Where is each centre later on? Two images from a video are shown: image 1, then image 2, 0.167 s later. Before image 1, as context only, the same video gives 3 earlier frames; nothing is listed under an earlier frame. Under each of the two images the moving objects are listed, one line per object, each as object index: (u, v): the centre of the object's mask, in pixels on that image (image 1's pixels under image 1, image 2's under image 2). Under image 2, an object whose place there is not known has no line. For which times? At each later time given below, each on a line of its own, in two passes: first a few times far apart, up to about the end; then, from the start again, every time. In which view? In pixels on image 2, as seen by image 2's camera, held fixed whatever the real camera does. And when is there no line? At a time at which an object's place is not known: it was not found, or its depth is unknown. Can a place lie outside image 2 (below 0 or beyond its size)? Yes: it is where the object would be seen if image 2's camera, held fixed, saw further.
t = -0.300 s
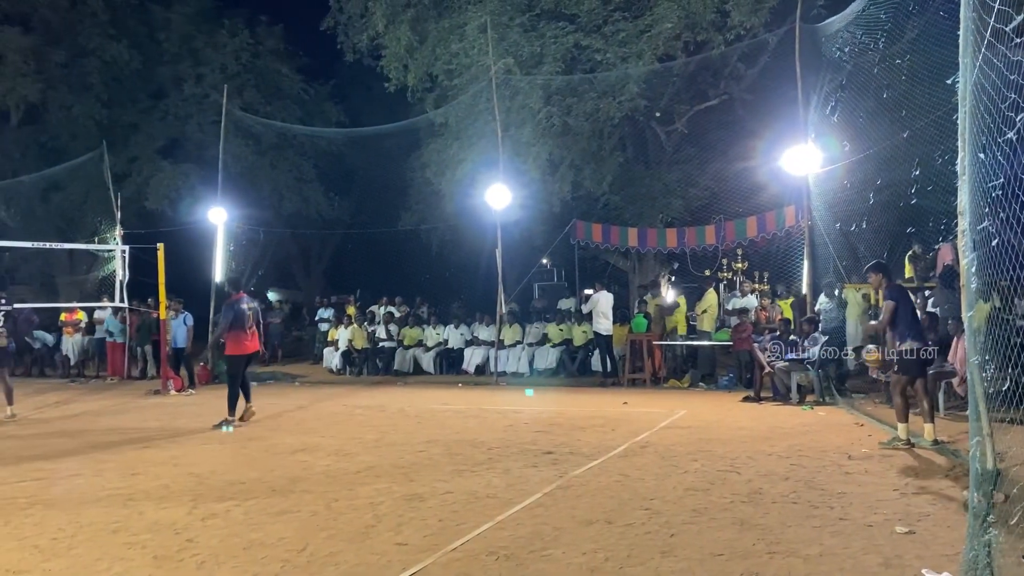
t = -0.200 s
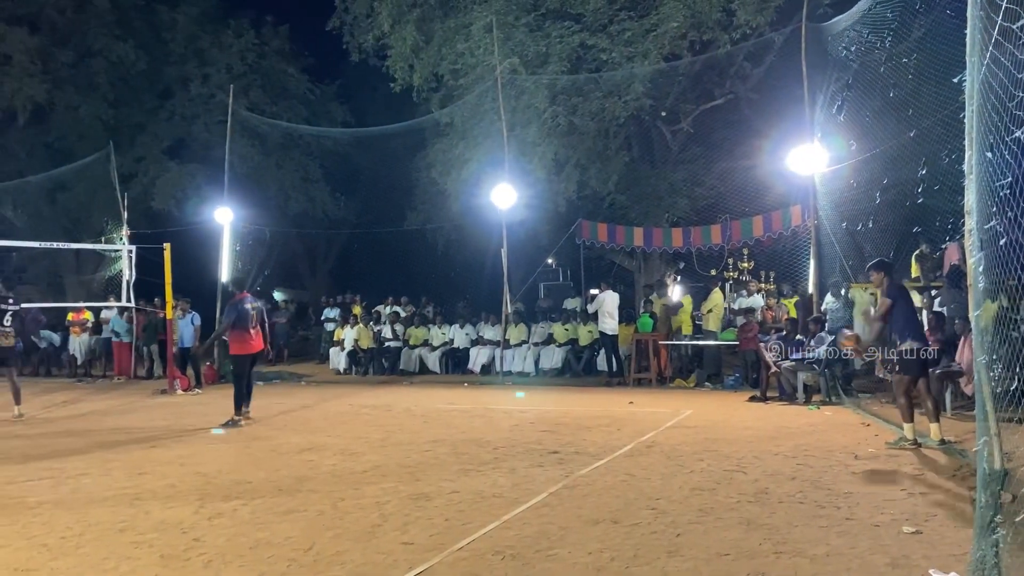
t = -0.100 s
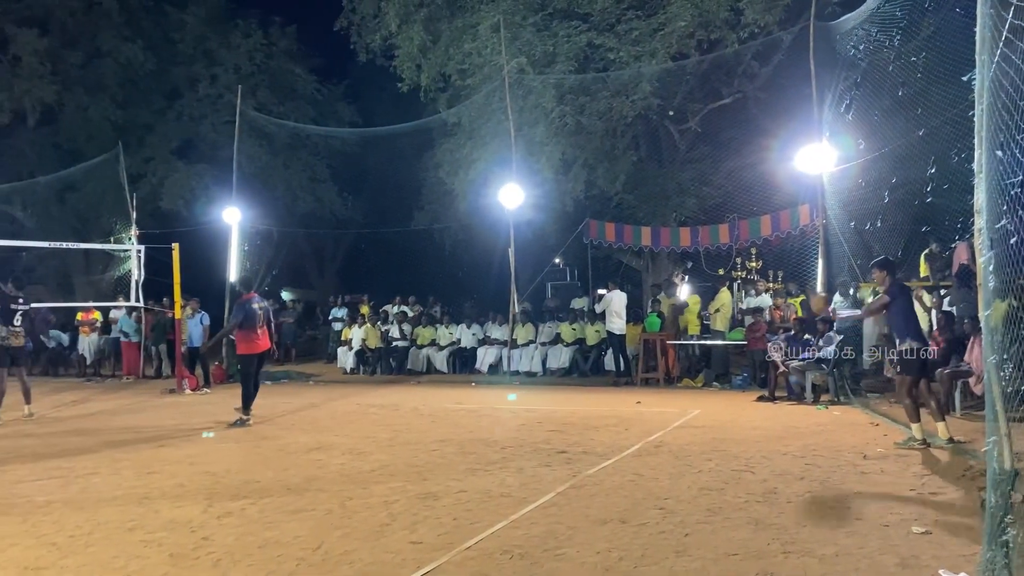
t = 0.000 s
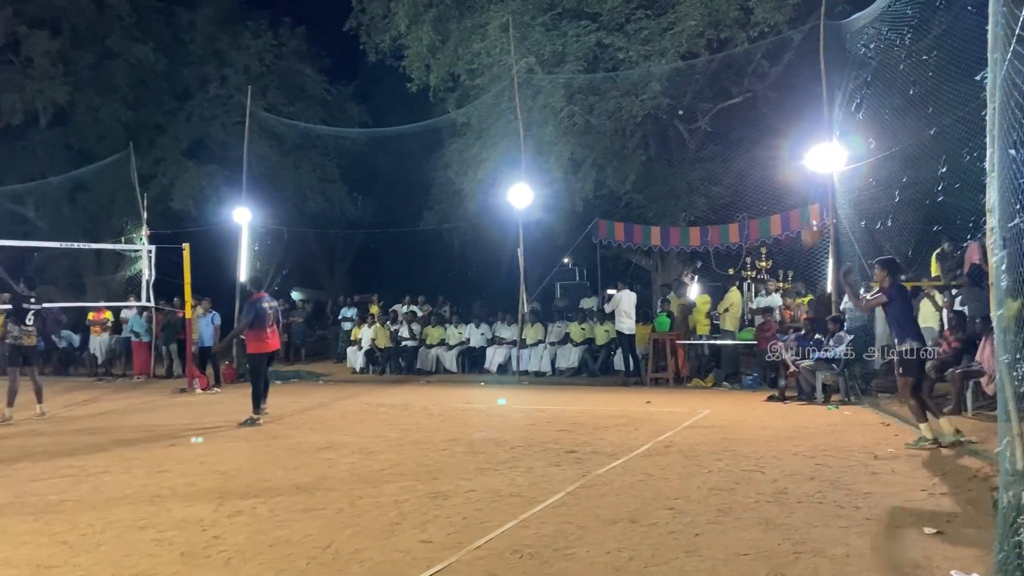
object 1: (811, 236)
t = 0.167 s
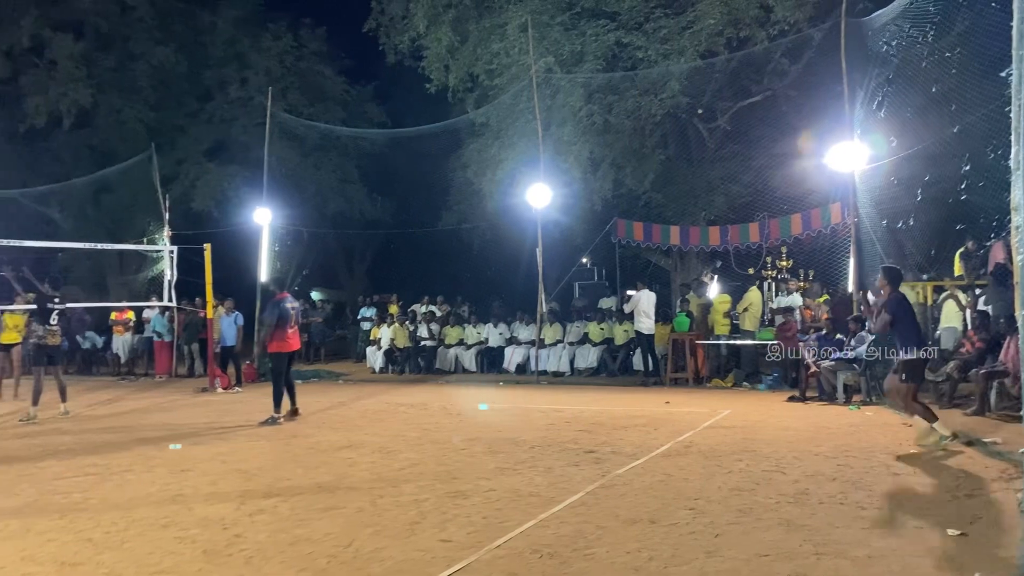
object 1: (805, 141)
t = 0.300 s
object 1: (789, 92)
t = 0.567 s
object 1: (751, 40)
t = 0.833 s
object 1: (716, 59)
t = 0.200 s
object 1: (803, 128)
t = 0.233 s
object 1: (797, 114)
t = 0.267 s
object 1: (794, 101)
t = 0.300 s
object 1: (789, 92)
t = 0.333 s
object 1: (784, 82)
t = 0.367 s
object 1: (780, 70)
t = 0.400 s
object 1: (775, 64)
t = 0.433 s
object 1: (770, 58)
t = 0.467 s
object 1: (765, 51)
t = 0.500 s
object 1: (760, 47)
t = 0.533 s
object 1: (756, 43)
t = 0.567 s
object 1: (751, 40)
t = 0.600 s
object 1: (747, 37)
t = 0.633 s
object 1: (742, 38)
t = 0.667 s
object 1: (738, 39)
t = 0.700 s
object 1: (734, 40)
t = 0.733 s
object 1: (730, 42)
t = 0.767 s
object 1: (726, 49)
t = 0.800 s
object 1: (720, 53)
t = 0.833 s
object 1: (716, 59)
